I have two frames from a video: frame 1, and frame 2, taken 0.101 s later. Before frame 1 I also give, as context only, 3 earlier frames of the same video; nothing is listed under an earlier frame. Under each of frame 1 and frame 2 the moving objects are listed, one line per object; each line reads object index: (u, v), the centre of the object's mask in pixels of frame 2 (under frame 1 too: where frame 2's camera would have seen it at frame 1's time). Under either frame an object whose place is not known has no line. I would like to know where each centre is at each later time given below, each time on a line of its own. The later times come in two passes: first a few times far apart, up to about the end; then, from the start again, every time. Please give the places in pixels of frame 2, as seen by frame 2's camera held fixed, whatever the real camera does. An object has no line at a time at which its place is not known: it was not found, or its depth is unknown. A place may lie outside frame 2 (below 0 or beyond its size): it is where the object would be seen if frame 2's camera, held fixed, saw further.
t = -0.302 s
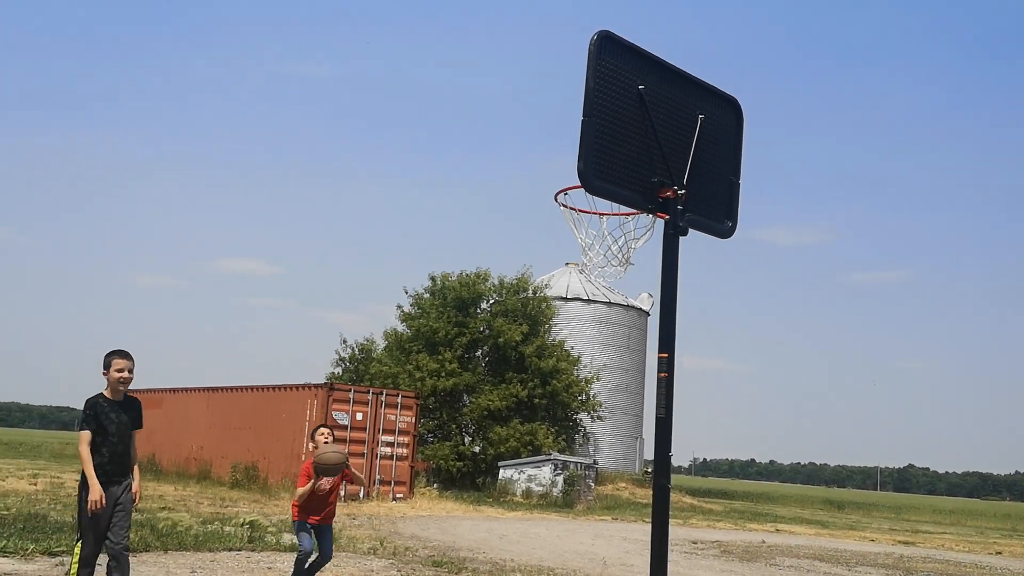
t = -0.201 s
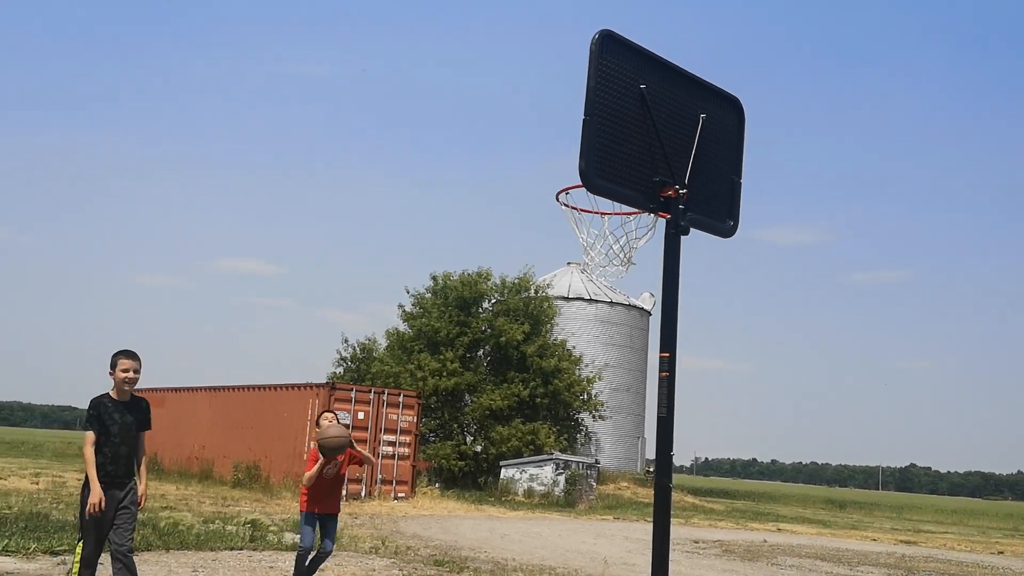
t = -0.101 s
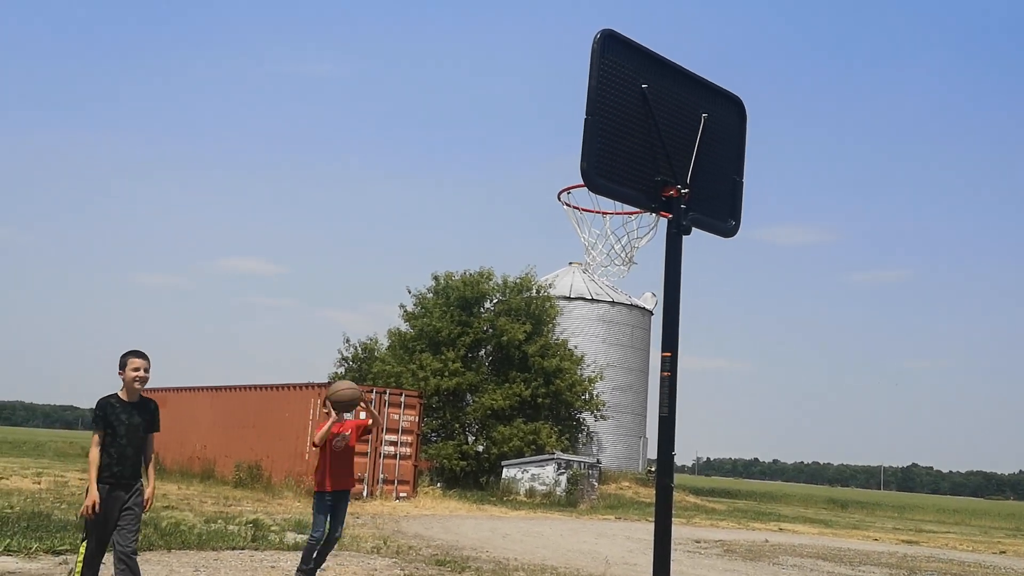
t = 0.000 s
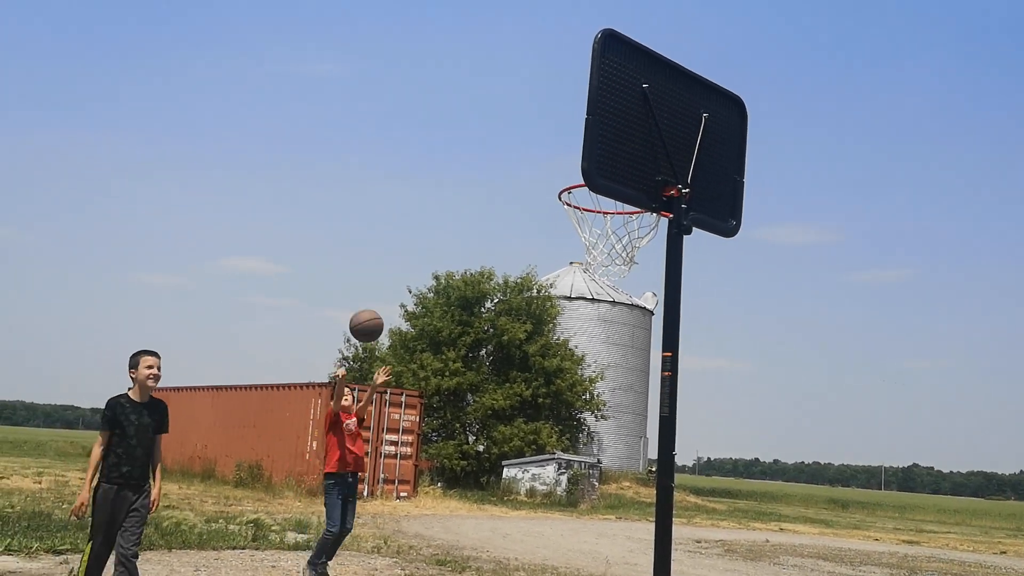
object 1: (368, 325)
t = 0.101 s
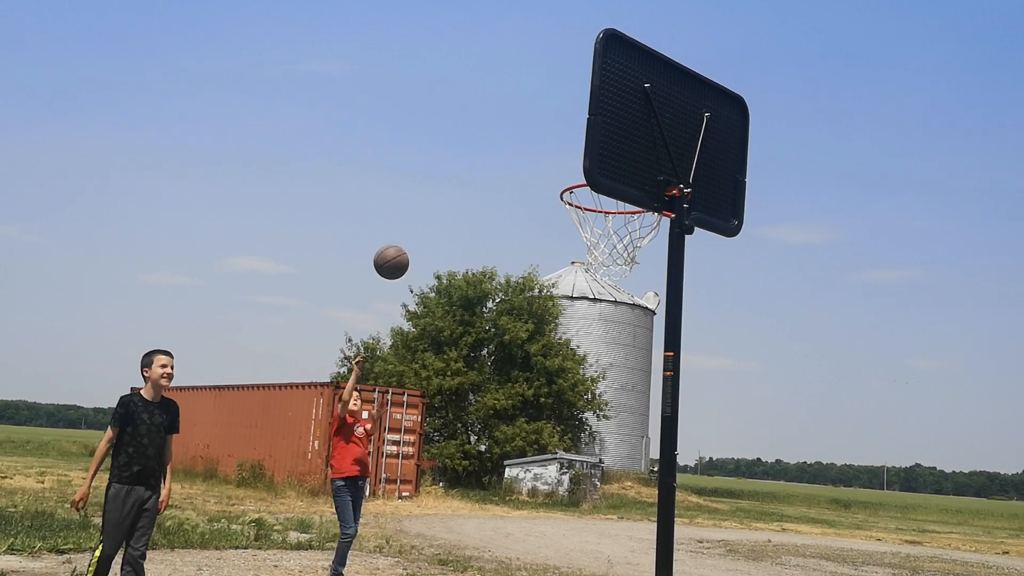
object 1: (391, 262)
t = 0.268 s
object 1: (430, 180)
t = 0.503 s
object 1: (489, 121)
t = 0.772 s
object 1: (563, 165)
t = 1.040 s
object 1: (570, 174)
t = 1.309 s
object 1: (578, 184)
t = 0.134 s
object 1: (399, 244)
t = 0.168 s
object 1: (407, 226)
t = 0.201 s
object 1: (415, 209)
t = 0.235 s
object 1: (422, 194)
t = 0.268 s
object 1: (430, 180)
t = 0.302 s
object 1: (438, 167)
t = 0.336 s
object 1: (447, 156)
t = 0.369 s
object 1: (455, 146)
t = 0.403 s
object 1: (463, 137)
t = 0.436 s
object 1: (472, 130)
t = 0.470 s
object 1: (480, 125)
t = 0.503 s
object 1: (489, 121)
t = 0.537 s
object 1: (498, 119)
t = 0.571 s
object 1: (507, 119)
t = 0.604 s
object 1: (516, 122)
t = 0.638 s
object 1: (526, 126)
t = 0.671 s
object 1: (535, 133)
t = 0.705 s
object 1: (545, 142)
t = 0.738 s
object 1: (555, 153)
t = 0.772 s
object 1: (563, 165)
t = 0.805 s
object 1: (571, 181)
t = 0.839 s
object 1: (573, 178)
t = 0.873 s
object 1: (572, 175)
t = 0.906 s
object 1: (571, 169)
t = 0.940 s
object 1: (570, 168)
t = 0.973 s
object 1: (570, 166)
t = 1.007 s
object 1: (570, 169)
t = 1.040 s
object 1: (570, 174)
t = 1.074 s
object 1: (571, 181)
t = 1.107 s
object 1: (572, 180)
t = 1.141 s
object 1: (572, 179)
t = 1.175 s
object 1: (573, 179)
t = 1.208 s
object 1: (574, 180)
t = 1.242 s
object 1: (575, 181)
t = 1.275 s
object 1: (576, 183)
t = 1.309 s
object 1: (578, 184)
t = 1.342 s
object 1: (581, 188)
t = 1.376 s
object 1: (584, 193)
